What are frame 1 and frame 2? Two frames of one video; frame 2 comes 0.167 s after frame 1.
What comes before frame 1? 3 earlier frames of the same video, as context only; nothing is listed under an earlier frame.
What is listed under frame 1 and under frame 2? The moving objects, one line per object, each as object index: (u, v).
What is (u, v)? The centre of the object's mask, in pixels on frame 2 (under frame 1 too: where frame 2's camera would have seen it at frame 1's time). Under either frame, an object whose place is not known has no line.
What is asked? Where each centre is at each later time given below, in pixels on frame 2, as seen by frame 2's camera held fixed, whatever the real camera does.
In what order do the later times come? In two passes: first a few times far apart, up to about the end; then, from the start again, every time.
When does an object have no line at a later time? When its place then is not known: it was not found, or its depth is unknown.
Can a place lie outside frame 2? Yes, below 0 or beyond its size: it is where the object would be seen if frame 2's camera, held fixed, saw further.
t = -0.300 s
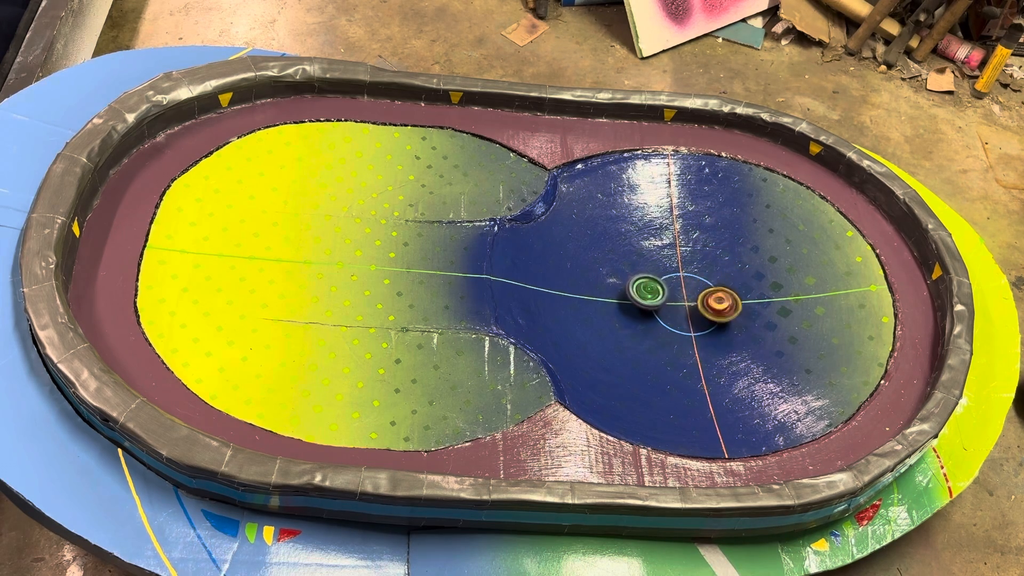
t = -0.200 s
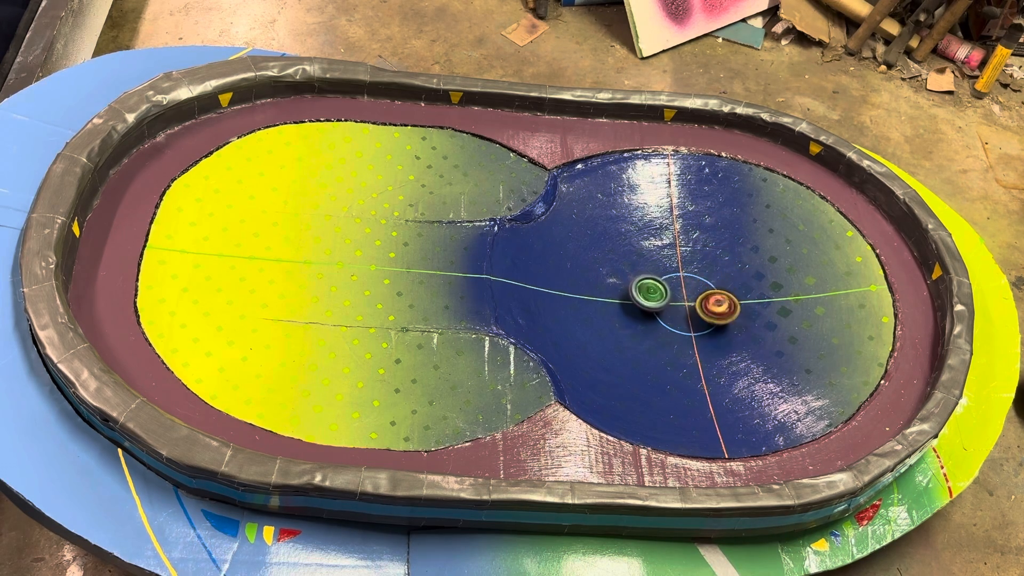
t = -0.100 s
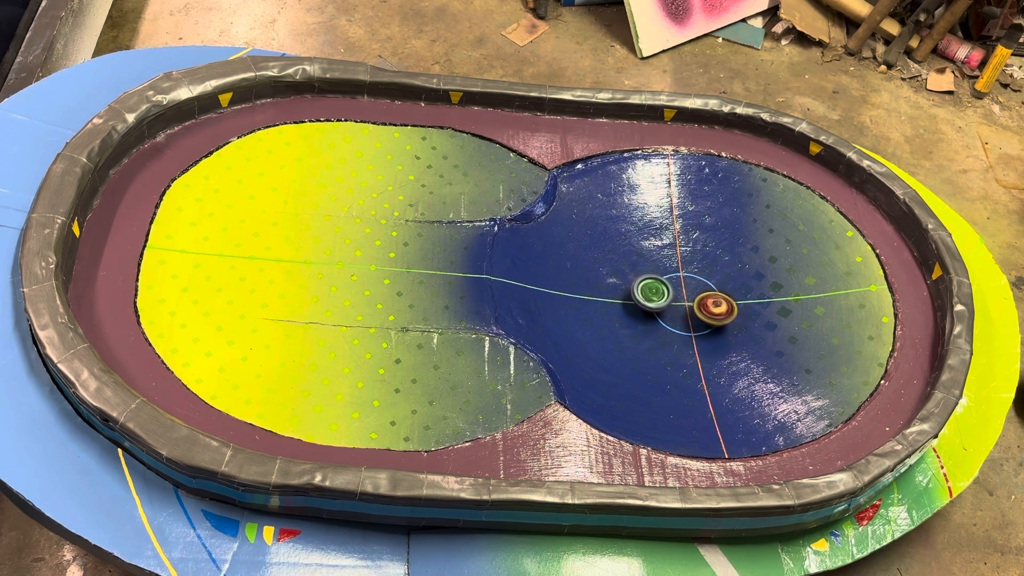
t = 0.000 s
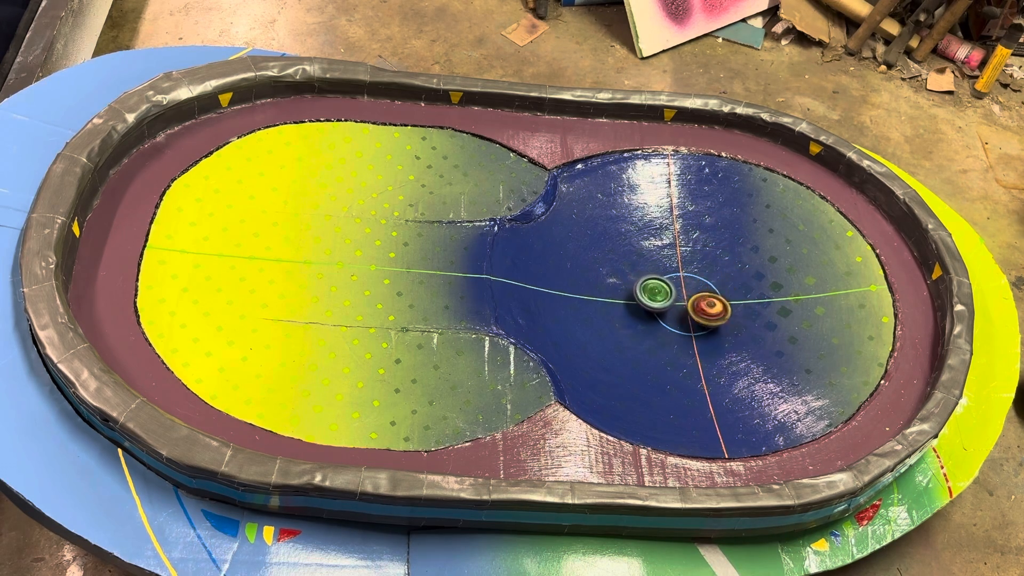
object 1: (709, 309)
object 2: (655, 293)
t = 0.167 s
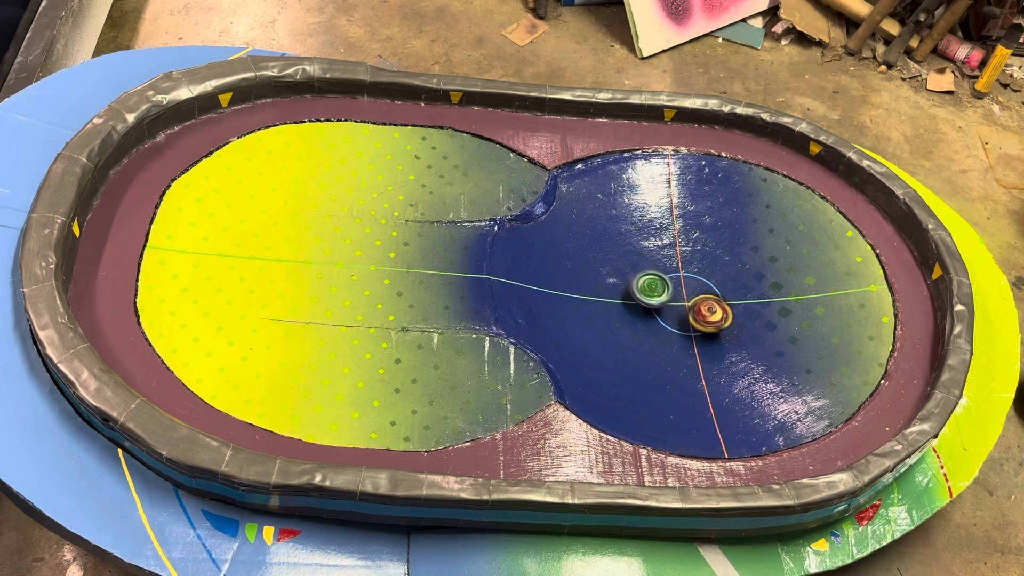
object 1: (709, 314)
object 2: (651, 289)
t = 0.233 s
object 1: (717, 317)
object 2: (647, 284)
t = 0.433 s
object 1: (723, 321)
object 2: (647, 285)
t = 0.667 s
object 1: (717, 319)
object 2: (655, 289)
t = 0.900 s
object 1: (707, 309)
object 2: (663, 292)
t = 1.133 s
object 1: (722, 309)
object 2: (653, 287)
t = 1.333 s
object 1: (728, 313)
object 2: (651, 284)
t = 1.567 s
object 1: (722, 319)
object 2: (656, 283)
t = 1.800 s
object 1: (708, 314)
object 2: (664, 288)
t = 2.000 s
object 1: (720, 318)
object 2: (657, 280)
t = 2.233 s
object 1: (728, 320)
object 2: (654, 279)
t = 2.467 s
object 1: (725, 319)
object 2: (659, 281)
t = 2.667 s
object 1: (720, 312)
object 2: (664, 286)
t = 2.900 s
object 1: (719, 301)
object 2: (666, 293)
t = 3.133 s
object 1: (723, 292)
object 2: (665, 298)
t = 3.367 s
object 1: (719, 287)
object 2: (665, 298)
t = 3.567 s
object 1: (710, 285)
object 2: (669, 296)
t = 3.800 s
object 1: (718, 281)
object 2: (669, 297)
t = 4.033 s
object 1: (713, 285)
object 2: (675, 301)
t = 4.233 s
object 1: (712, 284)
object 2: (674, 302)
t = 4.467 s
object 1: (746, 283)
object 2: (635, 305)
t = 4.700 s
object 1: (749, 292)
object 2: (640, 306)
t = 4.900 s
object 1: (719, 300)
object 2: (648, 308)
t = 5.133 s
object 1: (687, 291)
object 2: (653, 314)
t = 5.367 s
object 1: (685, 281)
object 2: (654, 317)
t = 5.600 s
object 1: (681, 283)
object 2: (665, 314)
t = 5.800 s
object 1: (683, 275)
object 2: (668, 315)
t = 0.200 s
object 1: (714, 316)
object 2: (648, 286)
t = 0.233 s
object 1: (717, 317)
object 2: (647, 284)
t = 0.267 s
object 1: (720, 318)
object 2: (646, 283)
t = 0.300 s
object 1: (721, 318)
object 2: (646, 283)
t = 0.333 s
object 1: (722, 320)
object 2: (646, 284)
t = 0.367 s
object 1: (723, 320)
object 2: (647, 285)
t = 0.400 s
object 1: (723, 321)
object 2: (647, 285)
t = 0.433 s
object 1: (723, 321)
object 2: (647, 285)
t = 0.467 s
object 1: (723, 321)
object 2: (648, 286)
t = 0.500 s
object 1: (723, 322)
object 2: (649, 286)
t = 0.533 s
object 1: (722, 322)
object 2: (651, 287)
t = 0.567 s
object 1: (721, 321)
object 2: (652, 287)
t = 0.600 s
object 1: (720, 321)
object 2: (653, 288)
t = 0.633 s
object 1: (719, 320)
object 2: (654, 288)
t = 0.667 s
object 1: (717, 319)
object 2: (655, 289)
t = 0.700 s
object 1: (715, 318)
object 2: (656, 288)
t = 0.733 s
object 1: (714, 317)
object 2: (657, 289)
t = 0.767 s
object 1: (712, 315)
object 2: (658, 289)
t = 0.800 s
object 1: (711, 314)
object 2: (659, 290)
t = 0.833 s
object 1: (709, 312)
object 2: (661, 291)
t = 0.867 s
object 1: (708, 310)
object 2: (662, 292)
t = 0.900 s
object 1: (707, 309)
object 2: (663, 292)
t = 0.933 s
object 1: (708, 308)
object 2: (663, 293)
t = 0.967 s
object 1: (708, 307)
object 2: (664, 293)
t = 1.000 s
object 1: (711, 307)
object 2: (661, 292)
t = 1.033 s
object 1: (716, 308)
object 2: (657, 290)
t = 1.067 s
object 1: (718, 308)
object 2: (655, 289)
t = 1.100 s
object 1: (721, 309)
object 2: (653, 288)
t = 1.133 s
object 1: (722, 309)
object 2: (653, 287)
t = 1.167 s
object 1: (723, 309)
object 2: (653, 287)
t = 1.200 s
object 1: (725, 309)
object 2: (653, 286)
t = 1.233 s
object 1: (727, 310)
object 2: (652, 286)
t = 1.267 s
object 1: (727, 311)
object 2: (651, 285)
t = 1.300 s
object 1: (728, 313)
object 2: (651, 284)
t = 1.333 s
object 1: (728, 313)
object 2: (651, 284)
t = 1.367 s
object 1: (729, 314)
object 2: (651, 283)
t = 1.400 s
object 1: (728, 316)
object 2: (652, 283)
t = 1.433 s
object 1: (727, 317)
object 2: (652, 283)
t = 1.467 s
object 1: (726, 318)
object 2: (653, 283)
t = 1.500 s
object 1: (725, 319)
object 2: (654, 282)
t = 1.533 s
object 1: (723, 319)
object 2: (655, 283)
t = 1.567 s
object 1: (722, 319)
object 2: (656, 283)
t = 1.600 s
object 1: (719, 319)
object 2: (657, 284)
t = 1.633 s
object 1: (718, 319)
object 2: (658, 284)
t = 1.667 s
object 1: (715, 319)
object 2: (660, 284)
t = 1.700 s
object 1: (713, 317)
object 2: (661, 285)
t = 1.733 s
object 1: (711, 316)
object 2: (663, 287)
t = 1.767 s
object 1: (710, 315)
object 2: (663, 287)
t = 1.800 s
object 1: (708, 314)
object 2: (664, 288)
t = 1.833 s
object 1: (707, 312)
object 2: (665, 289)
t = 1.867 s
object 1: (707, 312)
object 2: (665, 288)
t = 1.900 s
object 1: (712, 314)
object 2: (662, 285)
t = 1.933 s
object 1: (715, 316)
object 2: (659, 282)
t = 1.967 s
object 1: (718, 317)
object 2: (658, 281)
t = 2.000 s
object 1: (720, 318)
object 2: (657, 280)
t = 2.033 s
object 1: (720, 317)
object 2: (656, 279)
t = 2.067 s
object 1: (722, 318)
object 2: (656, 279)
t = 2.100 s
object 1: (724, 318)
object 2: (656, 279)
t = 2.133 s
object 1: (726, 319)
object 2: (655, 279)
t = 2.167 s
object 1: (726, 319)
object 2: (654, 279)
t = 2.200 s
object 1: (727, 320)
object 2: (654, 279)
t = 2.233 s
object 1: (728, 320)
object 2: (654, 279)
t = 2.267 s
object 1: (729, 320)
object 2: (654, 279)
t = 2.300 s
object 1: (728, 321)
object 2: (654, 279)
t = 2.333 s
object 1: (727, 320)
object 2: (654, 279)
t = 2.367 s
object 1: (727, 321)
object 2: (655, 279)
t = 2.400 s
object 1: (726, 321)
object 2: (657, 280)
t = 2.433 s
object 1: (725, 320)
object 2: (658, 280)
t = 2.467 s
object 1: (725, 319)
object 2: (659, 281)
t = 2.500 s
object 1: (724, 318)
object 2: (659, 282)
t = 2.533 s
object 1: (722, 317)
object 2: (660, 282)
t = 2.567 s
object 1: (722, 316)
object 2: (661, 283)
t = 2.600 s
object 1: (721, 314)
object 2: (662, 284)
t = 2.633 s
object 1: (720, 313)
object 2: (663, 285)
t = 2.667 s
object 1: (720, 312)
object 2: (664, 286)
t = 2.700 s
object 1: (719, 310)
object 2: (664, 287)
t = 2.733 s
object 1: (719, 309)
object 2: (665, 288)
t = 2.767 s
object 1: (719, 307)
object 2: (666, 289)
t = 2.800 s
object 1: (718, 305)
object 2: (666, 290)
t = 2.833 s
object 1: (718, 303)
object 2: (666, 291)
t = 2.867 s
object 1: (719, 302)
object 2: (666, 292)
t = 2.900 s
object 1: (719, 301)
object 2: (666, 293)
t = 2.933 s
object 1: (719, 299)
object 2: (666, 294)
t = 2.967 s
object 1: (719, 298)
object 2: (666, 295)
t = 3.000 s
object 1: (720, 297)
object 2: (666, 295)
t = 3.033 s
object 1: (720, 295)
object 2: (666, 296)
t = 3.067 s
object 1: (721, 294)
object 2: (665, 297)
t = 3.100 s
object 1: (722, 293)
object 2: (665, 297)
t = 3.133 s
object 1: (723, 292)
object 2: (665, 298)
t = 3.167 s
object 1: (723, 291)
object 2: (664, 298)
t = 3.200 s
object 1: (722, 290)
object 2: (664, 298)
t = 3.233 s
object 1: (722, 289)
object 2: (663, 298)
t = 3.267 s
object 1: (722, 288)
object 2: (663, 298)
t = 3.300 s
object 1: (721, 288)
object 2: (664, 298)
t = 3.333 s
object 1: (720, 288)
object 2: (664, 298)
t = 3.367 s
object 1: (719, 287)
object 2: (665, 298)
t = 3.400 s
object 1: (718, 286)
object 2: (665, 297)
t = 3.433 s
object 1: (716, 286)
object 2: (666, 297)
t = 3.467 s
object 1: (715, 285)
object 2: (667, 297)
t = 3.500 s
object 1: (713, 285)
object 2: (667, 297)
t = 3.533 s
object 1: (712, 285)
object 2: (668, 297)
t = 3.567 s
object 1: (710, 285)
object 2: (669, 296)
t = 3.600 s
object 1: (711, 284)
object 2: (669, 297)
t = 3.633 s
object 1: (712, 282)
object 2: (667, 296)
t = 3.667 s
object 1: (715, 283)
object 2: (666, 296)
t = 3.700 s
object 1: (715, 282)
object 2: (666, 296)
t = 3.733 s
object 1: (716, 282)
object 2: (667, 296)
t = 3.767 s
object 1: (717, 281)
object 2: (668, 297)
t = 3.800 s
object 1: (718, 281)
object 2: (669, 297)
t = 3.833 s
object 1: (718, 282)
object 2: (670, 298)
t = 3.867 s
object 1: (718, 282)
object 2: (671, 298)
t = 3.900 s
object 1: (718, 282)
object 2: (672, 298)
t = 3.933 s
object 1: (717, 283)
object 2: (673, 299)
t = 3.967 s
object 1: (716, 284)
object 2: (673, 299)
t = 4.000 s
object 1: (715, 284)
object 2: (674, 300)
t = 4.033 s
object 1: (713, 285)
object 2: (675, 301)
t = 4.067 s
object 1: (715, 284)
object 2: (673, 301)
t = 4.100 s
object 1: (716, 284)
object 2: (672, 302)
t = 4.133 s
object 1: (715, 284)
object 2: (672, 302)
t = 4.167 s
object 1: (713, 284)
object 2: (673, 302)
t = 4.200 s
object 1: (712, 284)
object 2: (673, 302)
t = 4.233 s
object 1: (712, 284)
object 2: (674, 302)
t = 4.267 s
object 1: (711, 285)
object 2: (674, 303)
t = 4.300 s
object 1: (717, 285)
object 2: (669, 304)
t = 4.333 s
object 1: (725, 284)
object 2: (659, 305)
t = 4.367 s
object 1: (732, 283)
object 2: (650, 306)
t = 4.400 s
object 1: (737, 283)
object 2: (644, 305)
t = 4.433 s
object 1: (742, 282)
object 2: (638, 305)
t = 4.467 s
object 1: (746, 283)
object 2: (635, 305)
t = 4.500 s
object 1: (749, 283)
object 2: (633, 304)
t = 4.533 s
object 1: (752, 284)
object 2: (633, 303)
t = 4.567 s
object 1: (753, 285)
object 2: (635, 303)
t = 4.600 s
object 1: (752, 287)
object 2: (636, 304)
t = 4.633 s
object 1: (752, 288)
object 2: (638, 304)
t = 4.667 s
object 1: (751, 290)
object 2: (640, 305)
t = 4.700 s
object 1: (749, 292)
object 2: (640, 306)
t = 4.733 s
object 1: (746, 295)
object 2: (641, 306)
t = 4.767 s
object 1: (743, 296)
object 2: (641, 306)
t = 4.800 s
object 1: (738, 298)
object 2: (643, 306)
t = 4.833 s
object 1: (733, 299)
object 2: (644, 307)
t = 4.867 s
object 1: (726, 299)
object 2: (646, 308)
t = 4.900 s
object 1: (719, 300)
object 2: (648, 308)
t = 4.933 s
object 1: (712, 300)
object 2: (650, 308)
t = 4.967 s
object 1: (705, 300)
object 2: (652, 309)
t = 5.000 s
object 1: (699, 300)
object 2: (654, 310)
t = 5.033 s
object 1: (693, 299)
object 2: (656, 311)
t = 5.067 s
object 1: (688, 297)
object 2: (657, 312)
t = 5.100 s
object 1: (688, 296)
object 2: (654, 313)
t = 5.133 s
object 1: (687, 291)
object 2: (653, 314)
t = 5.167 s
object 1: (686, 289)
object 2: (652, 315)
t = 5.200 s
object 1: (686, 287)
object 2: (652, 316)
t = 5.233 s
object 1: (685, 284)
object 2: (652, 317)
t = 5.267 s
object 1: (685, 282)
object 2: (652, 317)
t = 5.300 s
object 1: (686, 281)
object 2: (652, 318)
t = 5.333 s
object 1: (685, 281)
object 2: (653, 317)
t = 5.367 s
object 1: (685, 281)
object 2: (654, 317)
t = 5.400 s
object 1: (684, 279)
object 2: (655, 316)
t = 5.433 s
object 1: (684, 279)
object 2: (657, 316)
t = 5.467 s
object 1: (685, 279)
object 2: (659, 316)
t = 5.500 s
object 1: (684, 281)
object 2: (660, 316)
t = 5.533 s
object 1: (683, 282)
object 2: (662, 316)
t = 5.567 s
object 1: (682, 282)
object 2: (664, 315)
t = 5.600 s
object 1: (681, 283)
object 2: (665, 314)
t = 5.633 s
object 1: (681, 283)
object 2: (667, 314)
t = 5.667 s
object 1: (680, 282)
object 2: (669, 314)
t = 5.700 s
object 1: (680, 283)
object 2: (669, 315)
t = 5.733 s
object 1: (682, 279)
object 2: (669, 316)
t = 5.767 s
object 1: (683, 276)
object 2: (668, 315)
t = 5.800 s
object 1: (683, 275)
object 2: (668, 315)
